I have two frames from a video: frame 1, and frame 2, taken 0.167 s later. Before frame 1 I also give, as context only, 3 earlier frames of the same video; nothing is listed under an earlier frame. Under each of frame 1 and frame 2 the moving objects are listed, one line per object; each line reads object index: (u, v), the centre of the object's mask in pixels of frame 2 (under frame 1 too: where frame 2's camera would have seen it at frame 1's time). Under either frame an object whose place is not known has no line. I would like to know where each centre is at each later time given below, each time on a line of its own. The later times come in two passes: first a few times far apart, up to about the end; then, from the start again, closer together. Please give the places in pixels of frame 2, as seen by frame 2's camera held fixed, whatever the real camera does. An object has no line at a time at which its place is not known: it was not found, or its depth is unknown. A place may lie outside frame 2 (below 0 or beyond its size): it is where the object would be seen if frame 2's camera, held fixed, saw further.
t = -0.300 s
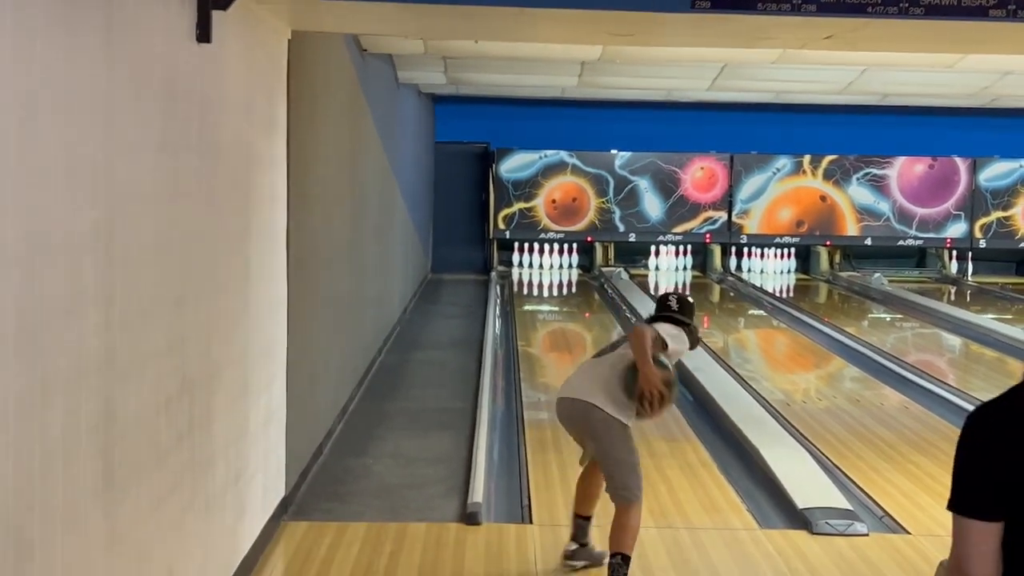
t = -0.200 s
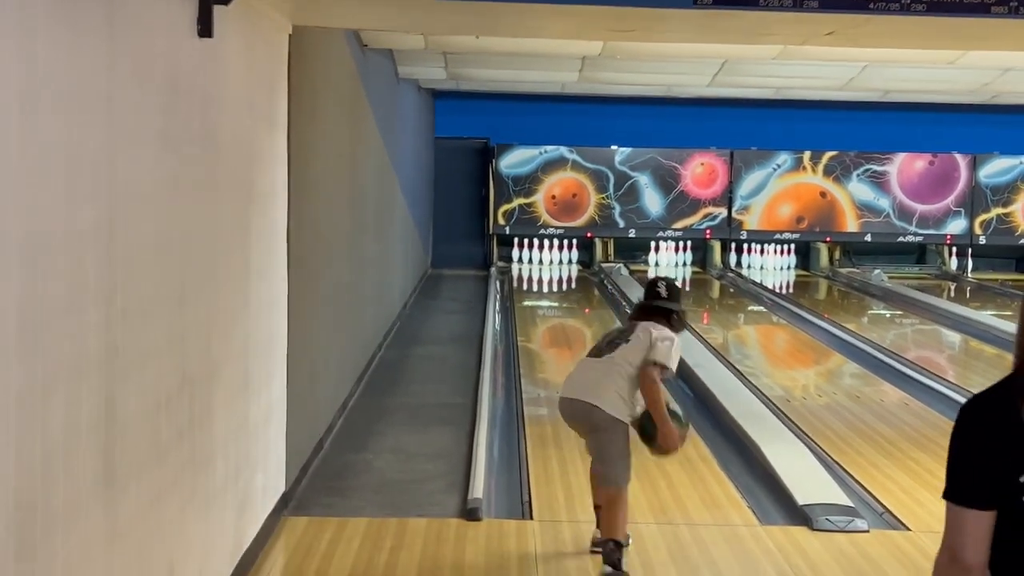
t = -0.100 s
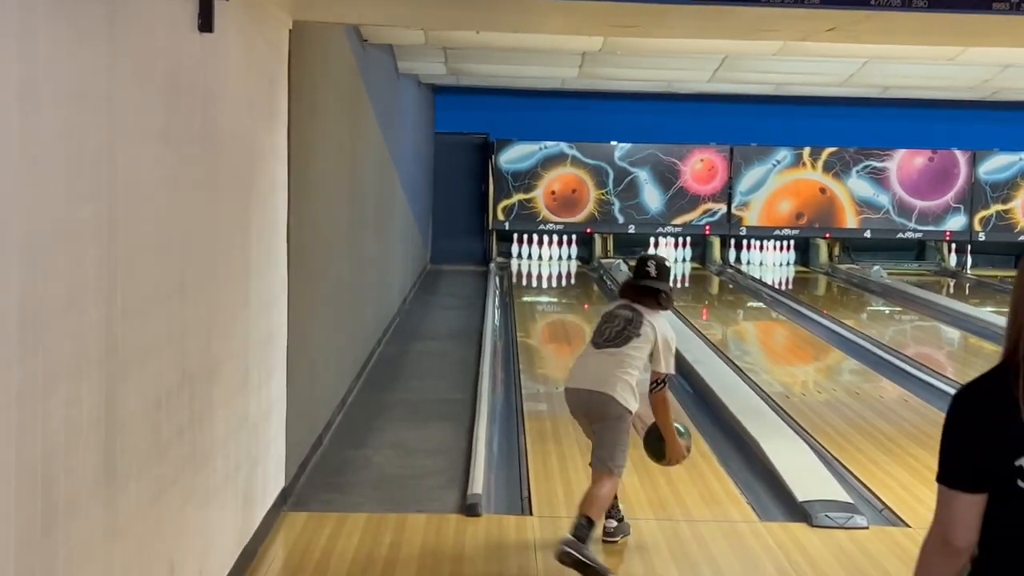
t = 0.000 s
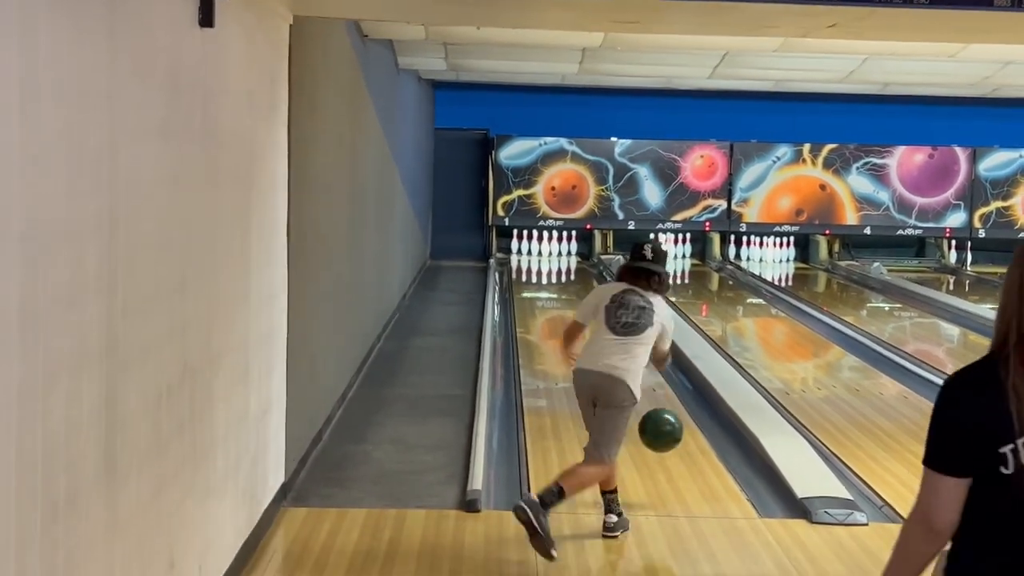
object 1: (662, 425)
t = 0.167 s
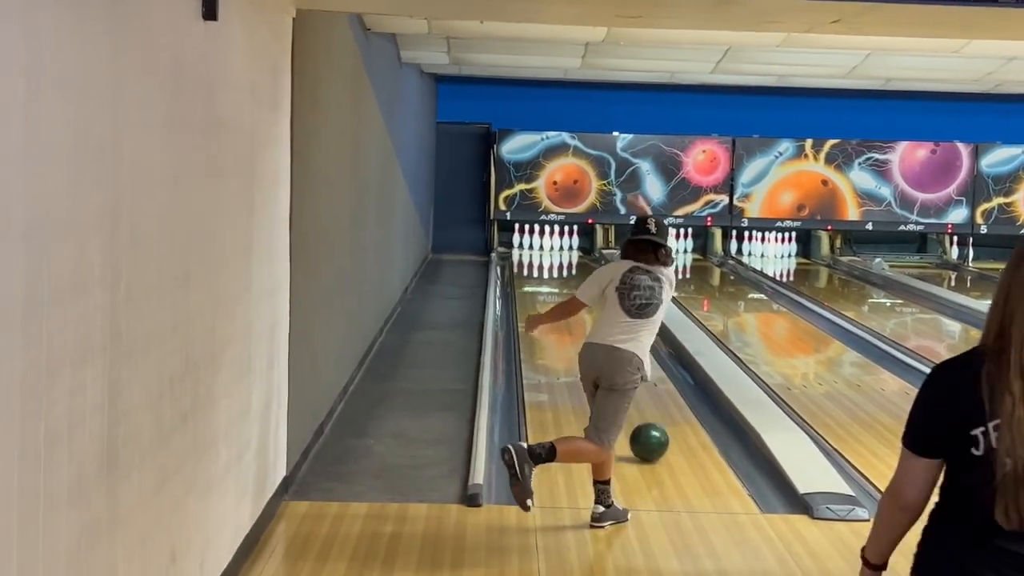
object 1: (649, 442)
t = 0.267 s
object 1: (643, 423)
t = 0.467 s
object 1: (646, 394)
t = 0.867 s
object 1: (607, 344)
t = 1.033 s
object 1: (612, 331)
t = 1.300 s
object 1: (604, 311)
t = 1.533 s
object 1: (599, 297)
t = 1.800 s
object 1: (594, 282)
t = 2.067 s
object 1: (589, 273)
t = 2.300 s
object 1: (583, 263)
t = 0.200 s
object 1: (647, 434)
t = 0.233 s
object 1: (644, 427)
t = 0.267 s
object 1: (643, 423)
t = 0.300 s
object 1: (642, 418)
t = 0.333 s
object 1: (642, 413)
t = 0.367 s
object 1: (643, 408)
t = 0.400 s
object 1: (643, 404)
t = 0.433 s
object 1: (644, 400)
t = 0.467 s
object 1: (646, 394)
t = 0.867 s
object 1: (607, 344)
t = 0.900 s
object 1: (608, 342)
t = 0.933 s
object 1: (612, 340)
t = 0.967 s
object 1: (613, 337)
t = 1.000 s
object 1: (613, 333)
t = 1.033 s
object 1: (612, 331)
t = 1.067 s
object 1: (611, 328)
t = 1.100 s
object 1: (610, 325)
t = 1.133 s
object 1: (609, 322)
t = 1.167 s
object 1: (608, 320)
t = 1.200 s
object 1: (607, 318)
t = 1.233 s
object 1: (606, 315)
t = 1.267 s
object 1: (605, 313)
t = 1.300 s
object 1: (604, 311)
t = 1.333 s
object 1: (604, 309)
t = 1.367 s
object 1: (603, 307)
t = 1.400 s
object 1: (602, 305)
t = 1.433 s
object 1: (601, 302)
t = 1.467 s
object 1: (600, 300)
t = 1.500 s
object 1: (600, 298)
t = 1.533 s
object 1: (599, 297)
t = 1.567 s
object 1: (598, 295)
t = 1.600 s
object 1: (598, 293)
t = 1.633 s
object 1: (597, 291)
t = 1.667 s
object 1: (596, 289)
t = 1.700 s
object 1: (596, 287)
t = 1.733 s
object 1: (595, 286)
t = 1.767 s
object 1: (594, 284)
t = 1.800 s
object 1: (594, 282)
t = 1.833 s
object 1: (593, 281)
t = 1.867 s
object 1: (592, 280)
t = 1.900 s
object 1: (592, 278)
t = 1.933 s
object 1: (591, 277)
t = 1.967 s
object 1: (590, 276)
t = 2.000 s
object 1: (590, 274)
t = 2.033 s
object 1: (589, 273)
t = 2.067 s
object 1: (589, 273)
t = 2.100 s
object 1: (588, 270)
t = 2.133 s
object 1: (586, 269)
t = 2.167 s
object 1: (586, 268)
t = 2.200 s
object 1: (586, 266)
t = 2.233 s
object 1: (587, 266)
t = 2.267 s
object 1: (584, 264)
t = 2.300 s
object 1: (583, 263)
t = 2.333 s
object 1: (582, 261)
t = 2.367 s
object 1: (582, 261)
